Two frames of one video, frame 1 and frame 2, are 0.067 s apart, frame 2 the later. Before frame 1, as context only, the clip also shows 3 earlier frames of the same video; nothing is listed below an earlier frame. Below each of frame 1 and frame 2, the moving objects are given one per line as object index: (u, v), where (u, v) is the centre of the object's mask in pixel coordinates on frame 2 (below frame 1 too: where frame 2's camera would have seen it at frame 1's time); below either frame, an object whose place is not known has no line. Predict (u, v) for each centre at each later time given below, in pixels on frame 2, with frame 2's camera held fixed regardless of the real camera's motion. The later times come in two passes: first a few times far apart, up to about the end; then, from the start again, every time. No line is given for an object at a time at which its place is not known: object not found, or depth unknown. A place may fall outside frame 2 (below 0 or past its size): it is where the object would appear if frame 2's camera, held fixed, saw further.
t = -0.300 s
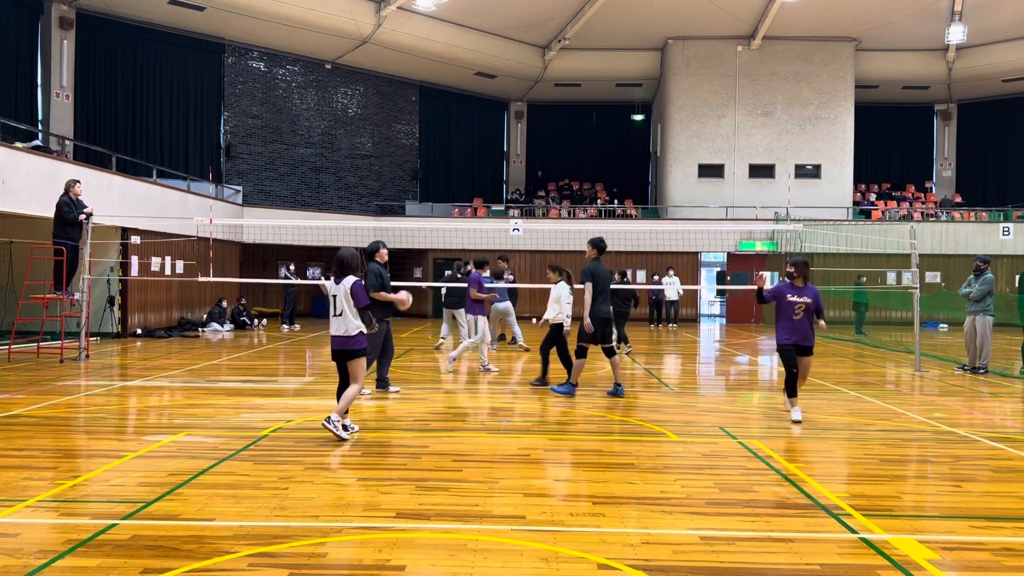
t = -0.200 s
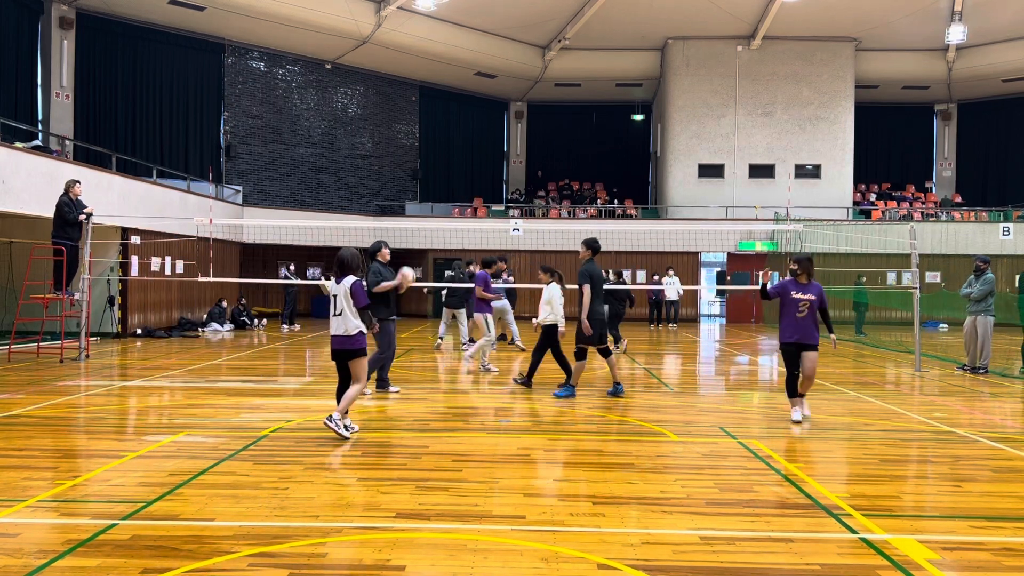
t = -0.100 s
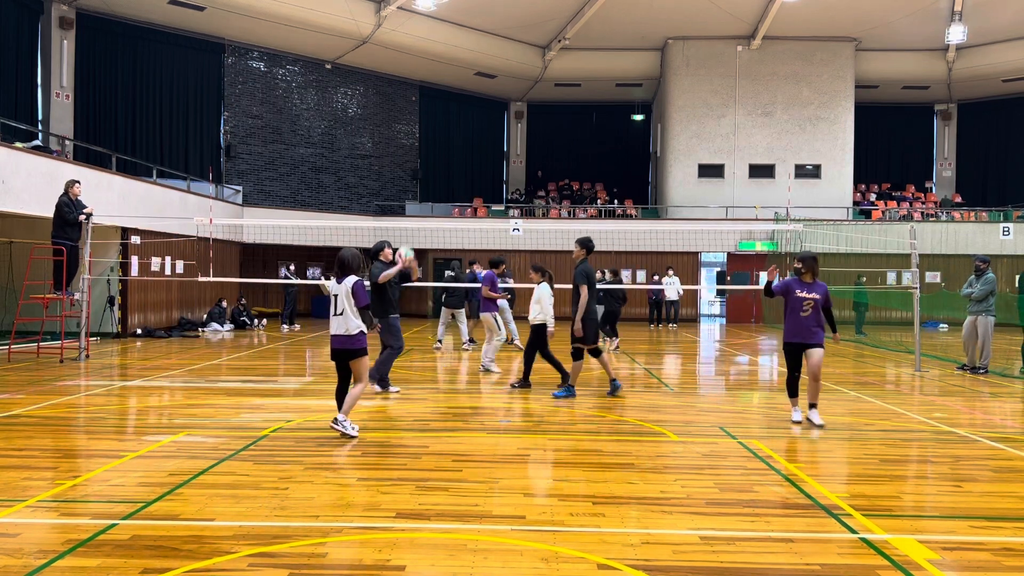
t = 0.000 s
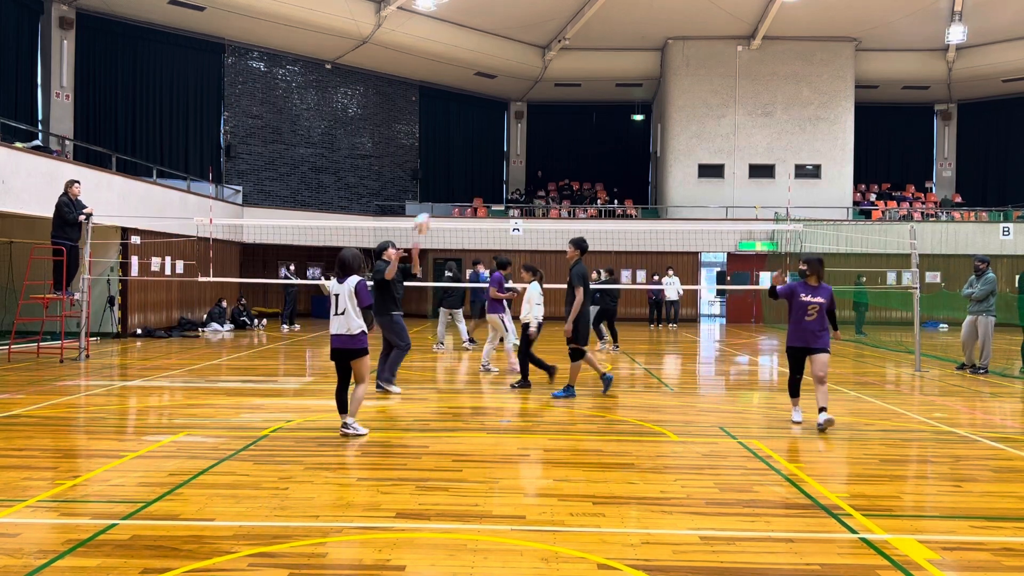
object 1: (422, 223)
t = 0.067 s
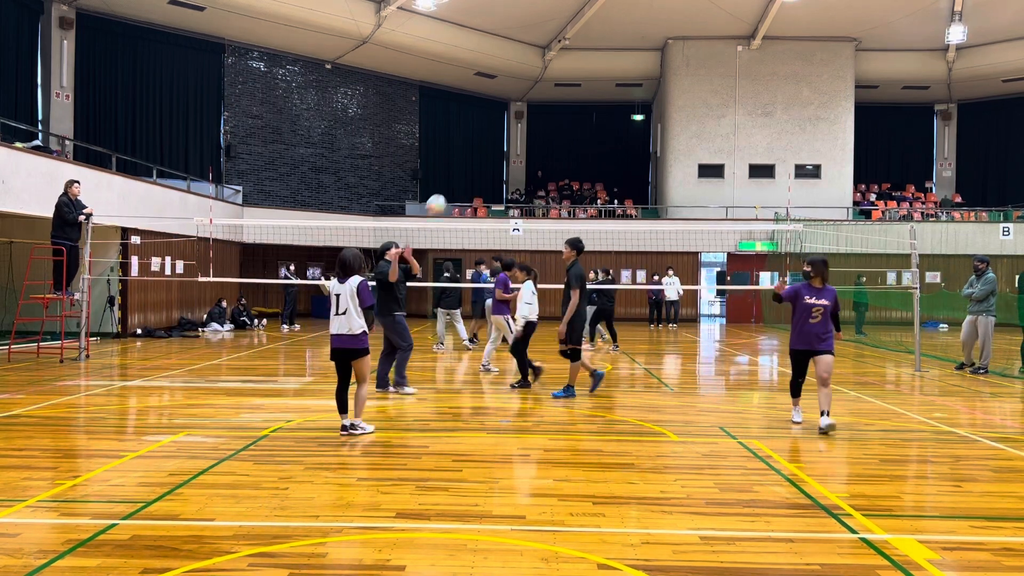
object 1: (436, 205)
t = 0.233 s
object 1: (472, 173)
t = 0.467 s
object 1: (528, 169)
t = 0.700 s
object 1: (590, 221)
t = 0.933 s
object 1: (661, 345)
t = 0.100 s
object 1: (443, 197)
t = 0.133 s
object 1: (450, 190)
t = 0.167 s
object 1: (457, 183)
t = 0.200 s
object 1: (464, 178)
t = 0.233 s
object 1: (472, 173)
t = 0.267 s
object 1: (479, 169)
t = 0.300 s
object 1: (487, 167)
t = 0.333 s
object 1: (495, 165)
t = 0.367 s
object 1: (502, 164)
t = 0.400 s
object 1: (511, 165)
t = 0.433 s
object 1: (519, 166)
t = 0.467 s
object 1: (528, 169)
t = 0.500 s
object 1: (537, 173)
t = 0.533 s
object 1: (545, 178)
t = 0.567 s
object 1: (554, 185)
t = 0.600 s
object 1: (563, 192)
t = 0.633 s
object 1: (571, 200)
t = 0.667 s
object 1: (581, 210)
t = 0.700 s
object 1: (590, 221)
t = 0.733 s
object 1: (601, 237)
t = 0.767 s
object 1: (611, 251)
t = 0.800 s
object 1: (620, 265)
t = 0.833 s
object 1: (630, 284)
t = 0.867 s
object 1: (640, 304)
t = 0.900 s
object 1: (650, 321)
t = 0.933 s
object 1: (661, 345)
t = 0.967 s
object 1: (673, 369)
